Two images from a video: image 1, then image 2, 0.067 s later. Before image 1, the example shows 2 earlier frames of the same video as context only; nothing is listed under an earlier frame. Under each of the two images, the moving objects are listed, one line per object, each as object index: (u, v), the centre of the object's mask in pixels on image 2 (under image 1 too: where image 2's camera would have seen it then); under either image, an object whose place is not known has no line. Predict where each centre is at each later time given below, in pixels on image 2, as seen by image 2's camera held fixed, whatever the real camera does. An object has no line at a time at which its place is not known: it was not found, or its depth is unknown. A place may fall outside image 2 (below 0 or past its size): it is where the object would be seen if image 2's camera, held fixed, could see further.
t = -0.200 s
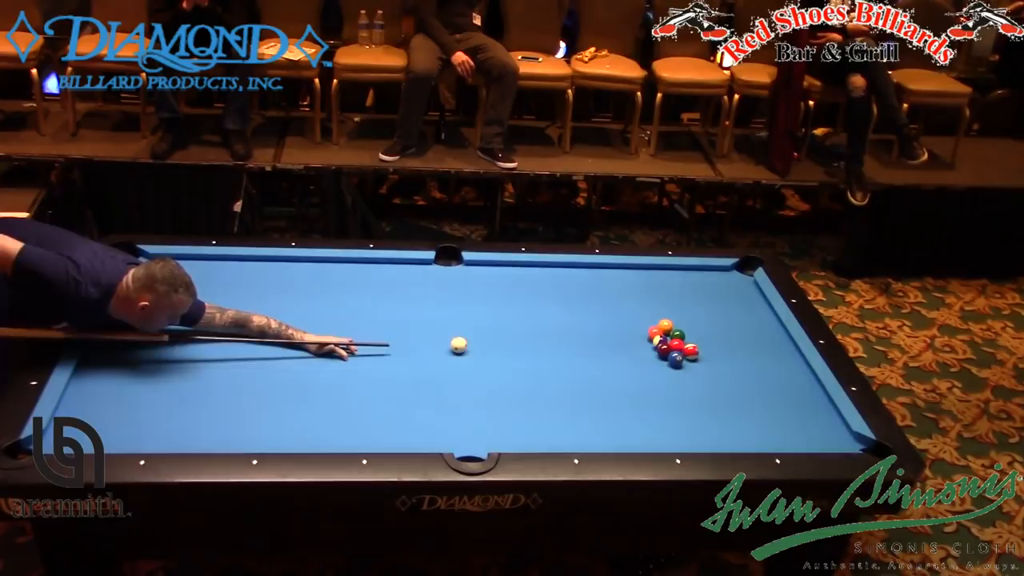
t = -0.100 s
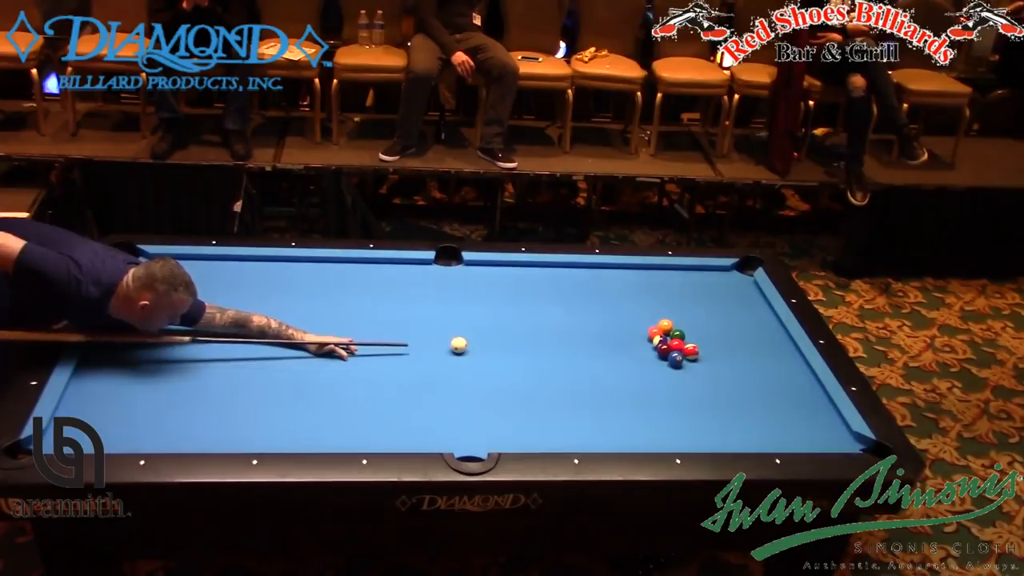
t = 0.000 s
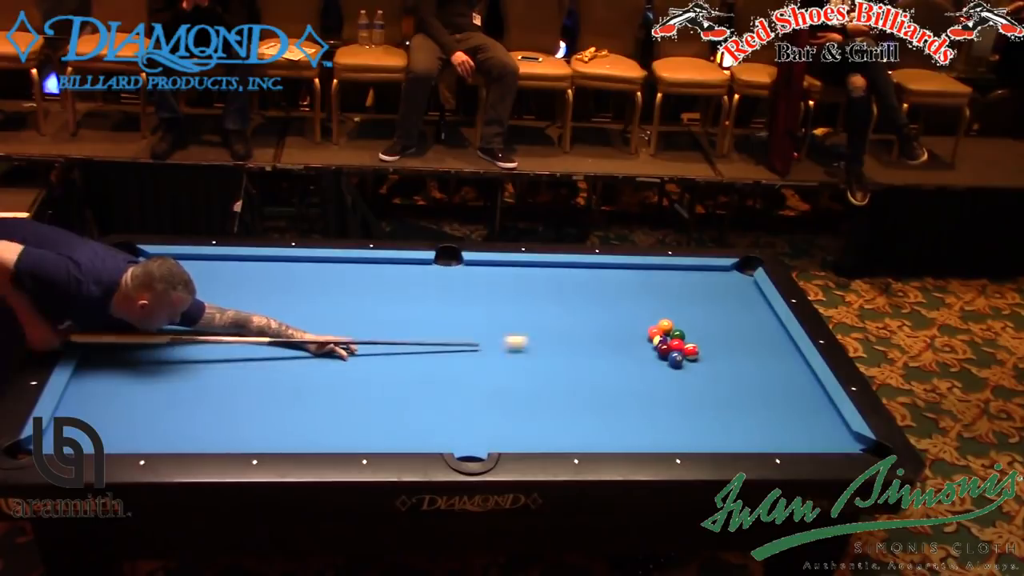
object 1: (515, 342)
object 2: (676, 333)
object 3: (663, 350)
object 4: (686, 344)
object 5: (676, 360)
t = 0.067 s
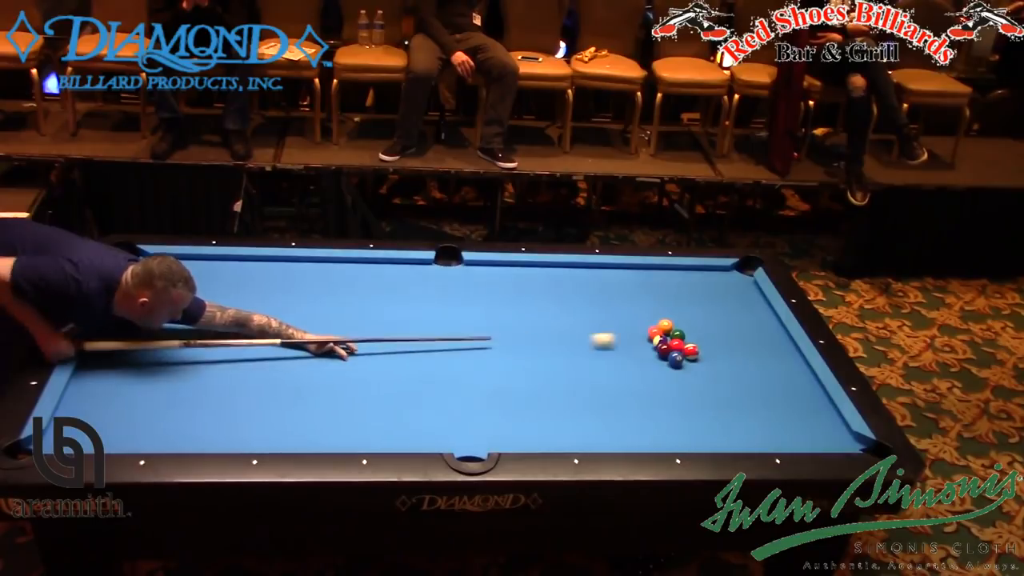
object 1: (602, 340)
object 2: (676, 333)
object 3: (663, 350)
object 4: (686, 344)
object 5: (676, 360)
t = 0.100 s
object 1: (643, 339)
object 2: (676, 334)
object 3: (663, 350)
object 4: (686, 344)
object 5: (676, 360)
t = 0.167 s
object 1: (637, 334)
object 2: (682, 333)
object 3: (659, 354)
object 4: (742, 369)
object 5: (688, 370)
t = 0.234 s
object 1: (630, 329)
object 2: (690, 334)
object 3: (654, 356)
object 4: (793, 388)
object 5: (700, 379)
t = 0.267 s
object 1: (627, 327)
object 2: (693, 334)
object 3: (652, 357)
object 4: (818, 396)
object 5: (705, 383)
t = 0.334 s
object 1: (624, 323)
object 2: (700, 332)
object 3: (647, 359)
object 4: (807, 409)
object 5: (715, 391)
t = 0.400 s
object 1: (622, 320)
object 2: (707, 331)
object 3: (643, 360)
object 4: (784, 419)
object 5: (726, 399)
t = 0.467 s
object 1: (620, 317)
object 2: (713, 330)
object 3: (638, 362)
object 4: (764, 430)
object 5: (736, 407)
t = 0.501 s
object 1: (619, 315)
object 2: (716, 329)
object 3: (636, 363)
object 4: (754, 433)
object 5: (742, 411)
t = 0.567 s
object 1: (617, 312)
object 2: (723, 328)
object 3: (631, 365)
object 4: (734, 438)
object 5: (753, 420)
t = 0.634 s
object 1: (615, 308)
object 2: (729, 327)
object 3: (627, 367)
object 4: (710, 434)
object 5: (764, 428)
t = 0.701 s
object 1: (613, 305)
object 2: (735, 325)
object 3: (622, 368)
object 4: (688, 428)
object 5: (775, 435)
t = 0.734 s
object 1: (612, 304)
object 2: (738, 325)
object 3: (620, 369)
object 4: (676, 425)
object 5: (780, 437)
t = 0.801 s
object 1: (610, 301)
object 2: (743, 324)
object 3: (615, 371)
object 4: (654, 420)
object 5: (784, 437)
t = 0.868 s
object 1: (609, 298)
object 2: (750, 322)
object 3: (611, 372)
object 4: (632, 415)
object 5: (785, 434)
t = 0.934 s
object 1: (607, 295)
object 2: (755, 321)
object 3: (607, 374)
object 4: (610, 410)
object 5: (787, 430)
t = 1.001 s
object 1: (606, 292)
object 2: (761, 320)
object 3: (603, 375)
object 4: (589, 405)
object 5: (788, 425)
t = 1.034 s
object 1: (605, 290)
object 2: (764, 320)
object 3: (600, 376)
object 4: (579, 402)
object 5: (788, 423)
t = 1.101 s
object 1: (603, 288)
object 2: (768, 318)
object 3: (596, 378)
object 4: (558, 398)
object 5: (790, 419)
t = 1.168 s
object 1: (602, 285)
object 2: (772, 317)
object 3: (592, 379)
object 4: (537, 393)
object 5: (791, 415)
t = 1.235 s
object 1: (600, 283)
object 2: (767, 316)
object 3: (588, 381)
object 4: (517, 388)
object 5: (792, 411)
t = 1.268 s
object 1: (600, 281)
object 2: (765, 316)
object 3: (586, 382)
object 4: (507, 385)
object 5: (792, 409)
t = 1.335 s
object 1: (598, 279)
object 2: (761, 315)
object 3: (582, 383)
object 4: (487, 380)
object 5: (793, 405)
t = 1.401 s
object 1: (596, 276)
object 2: (758, 315)
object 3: (578, 384)
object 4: (468, 376)
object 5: (794, 402)
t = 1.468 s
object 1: (595, 274)
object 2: (755, 314)
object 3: (574, 386)
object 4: (449, 371)
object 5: (795, 398)
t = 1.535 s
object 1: (594, 272)
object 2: (751, 313)
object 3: (570, 387)
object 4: (430, 367)
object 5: (796, 394)
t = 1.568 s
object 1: (593, 271)
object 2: (750, 313)
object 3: (568, 388)
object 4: (421, 365)
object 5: (796, 392)
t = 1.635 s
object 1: (592, 269)
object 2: (746, 312)
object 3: (565, 389)
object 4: (402, 360)
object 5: (797, 389)
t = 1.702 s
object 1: (591, 267)
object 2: (743, 312)
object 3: (561, 391)
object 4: (384, 355)
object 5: (798, 386)
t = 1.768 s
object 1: (591, 268)
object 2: (740, 311)
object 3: (558, 392)
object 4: (366, 352)
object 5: (799, 383)
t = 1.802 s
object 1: (591, 269)
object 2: (739, 311)
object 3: (556, 393)
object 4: (358, 349)
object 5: (799, 381)
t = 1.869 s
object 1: (591, 270)
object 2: (736, 310)
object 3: (552, 394)
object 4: (340, 345)
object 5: (800, 378)
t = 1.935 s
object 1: (591, 271)
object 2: (733, 310)
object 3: (549, 395)
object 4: (323, 341)
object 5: (801, 375)
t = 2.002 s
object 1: (591, 272)
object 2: (730, 309)
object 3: (546, 396)
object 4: (305, 337)
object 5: (801, 372)
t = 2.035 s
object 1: (591, 273)
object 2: (729, 309)
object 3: (544, 397)
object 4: (297, 335)
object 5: (802, 371)
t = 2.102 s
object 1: (591, 274)
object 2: (726, 308)
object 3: (541, 398)
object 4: (280, 331)
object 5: (803, 368)
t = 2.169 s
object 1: (591, 275)
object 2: (724, 308)
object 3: (538, 399)
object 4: (264, 328)
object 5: (803, 367)
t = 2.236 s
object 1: (591, 276)
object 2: (721, 307)
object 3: (534, 401)
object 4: (247, 323)
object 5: (799, 364)
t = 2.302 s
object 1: (592, 277)
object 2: (719, 307)
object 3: (532, 402)
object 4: (232, 320)
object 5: (797, 361)
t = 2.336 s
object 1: (592, 278)
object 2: (718, 307)
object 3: (530, 402)
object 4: (224, 317)
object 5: (796, 360)
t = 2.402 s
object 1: (592, 279)
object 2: (716, 306)
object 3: (527, 404)
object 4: (208, 314)
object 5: (793, 358)
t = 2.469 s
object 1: (592, 280)
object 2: (714, 306)
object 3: (524, 405)
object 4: (192, 310)
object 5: (791, 356)
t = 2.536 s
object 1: (592, 280)
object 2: (712, 305)
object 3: (522, 406)
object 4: (177, 307)
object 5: (788, 354)
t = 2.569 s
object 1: (592, 281)
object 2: (711, 306)
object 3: (521, 406)
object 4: (170, 305)
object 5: (787, 353)
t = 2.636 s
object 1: (592, 282)
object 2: (709, 305)
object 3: (518, 408)
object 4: (154, 301)
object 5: (785, 351)
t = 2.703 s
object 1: (592, 283)
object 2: (707, 305)
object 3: (515, 408)
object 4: (140, 298)
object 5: (783, 349)
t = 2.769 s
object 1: (593, 283)
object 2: (705, 304)
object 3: (513, 409)
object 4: (125, 294)
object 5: (780, 347)
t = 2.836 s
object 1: (593, 284)
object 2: (704, 304)
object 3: (511, 410)
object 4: (122, 290)
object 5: (778, 345)
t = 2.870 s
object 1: (593, 284)
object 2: (703, 304)
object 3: (510, 411)
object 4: (129, 288)
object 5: (778, 344)
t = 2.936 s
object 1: (593, 285)
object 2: (701, 303)
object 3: (508, 412)
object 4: (139, 284)
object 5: (775, 343)
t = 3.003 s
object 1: (593, 286)
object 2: (700, 303)
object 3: (505, 412)
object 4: (150, 281)
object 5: (773, 341)
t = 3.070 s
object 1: (593, 286)
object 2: (699, 302)
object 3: (503, 413)
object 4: (160, 277)
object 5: (771, 339)
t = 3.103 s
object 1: (593, 286)
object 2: (698, 302)
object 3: (502, 414)
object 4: (165, 275)
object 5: (771, 339)
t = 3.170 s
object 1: (593, 287)
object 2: (697, 302)
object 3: (500, 414)
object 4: (173, 272)
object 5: (769, 337)
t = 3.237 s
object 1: (593, 287)
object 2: (696, 302)
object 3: (499, 415)
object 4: (183, 268)
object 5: (767, 336)
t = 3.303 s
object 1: (593, 287)
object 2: (695, 301)
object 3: (497, 416)
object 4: (192, 264)
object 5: (765, 334)
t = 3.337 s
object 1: (593, 287)
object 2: (694, 301)
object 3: (496, 416)
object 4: (196, 263)
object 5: (764, 334)
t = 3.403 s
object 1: (593, 287)
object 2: (693, 301)
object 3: (494, 416)
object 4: (205, 260)
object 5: (763, 332)
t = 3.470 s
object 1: (592, 288)
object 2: (693, 301)
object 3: (492, 417)
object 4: (212, 260)
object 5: (761, 331)
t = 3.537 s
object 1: (592, 288)
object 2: (692, 301)
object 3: (491, 417)
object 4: (218, 263)
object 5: (760, 330)
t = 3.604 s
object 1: (592, 288)
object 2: (691, 301)
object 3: (489, 418)
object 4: (224, 264)
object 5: (758, 329)
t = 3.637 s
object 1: (592, 288)
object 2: (691, 301)
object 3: (489, 418)
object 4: (227, 265)
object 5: (757, 329)
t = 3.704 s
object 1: (592, 288)
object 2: (690, 301)
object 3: (487, 419)
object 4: (234, 267)
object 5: (756, 327)
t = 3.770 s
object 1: (592, 288)
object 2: (690, 301)
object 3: (486, 419)
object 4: (240, 270)
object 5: (754, 326)
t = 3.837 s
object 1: (592, 288)
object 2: (690, 301)
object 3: (485, 420)
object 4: (246, 271)
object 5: (753, 325)
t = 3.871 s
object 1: (592, 288)
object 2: (690, 301)
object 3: (484, 420)
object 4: (249, 272)
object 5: (752, 325)
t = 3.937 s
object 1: (592, 288)
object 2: (690, 301)
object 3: (483, 420)
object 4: (255, 275)
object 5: (751, 324)
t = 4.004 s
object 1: (592, 288)
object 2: (690, 301)
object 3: (482, 421)
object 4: (262, 277)
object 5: (750, 323)
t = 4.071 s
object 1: (592, 288)
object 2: (690, 301)
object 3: (481, 421)
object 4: (267, 279)
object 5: (748, 322)
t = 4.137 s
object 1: (592, 288)
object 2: (690, 301)
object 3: (481, 421)
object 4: (273, 280)
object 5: (747, 321)
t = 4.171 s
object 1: (592, 288)
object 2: (690, 300)
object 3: (480, 421)
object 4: (276, 281)
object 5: (747, 321)
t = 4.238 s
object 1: (592, 288)
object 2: (690, 300)
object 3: (480, 422)
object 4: (282, 283)
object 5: (746, 320)
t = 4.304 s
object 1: (592, 288)
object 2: (690, 300)
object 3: (479, 422)
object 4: (288, 285)
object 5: (745, 320)
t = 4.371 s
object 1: (592, 288)
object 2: (690, 301)
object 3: (479, 422)
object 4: (293, 287)
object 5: (744, 319)
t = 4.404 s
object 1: (592, 288)
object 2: (690, 301)
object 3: (479, 422)
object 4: (296, 288)
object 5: (744, 319)
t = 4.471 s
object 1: (592, 288)
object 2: (690, 301)
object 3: (478, 422)
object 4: (302, 290)
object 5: (743, 318)
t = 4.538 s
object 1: (592, 288)
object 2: (690, 301)
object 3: (478, 422)
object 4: (307, 291)
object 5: (742, 317)
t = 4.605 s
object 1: (592, 288)
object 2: (690, 301)
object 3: (478, 422)
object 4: (313, 293)
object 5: (741, 317)
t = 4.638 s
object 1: (592, 288)
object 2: (690, 301)
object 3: (478, 422)
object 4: (315, 294)
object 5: (741, 317)
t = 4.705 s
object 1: (592, 288)
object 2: (690, 301)
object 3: (478, 422)
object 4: (321, 296)
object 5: (740, 316)
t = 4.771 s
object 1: (592, 288)
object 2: (690, 301)
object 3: (478, 422)
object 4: (326, 298)
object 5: (739, 316)
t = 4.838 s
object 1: (592, 288)
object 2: (690, 301)
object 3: (479, 422)
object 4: (332, 299)
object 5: (739, 315)
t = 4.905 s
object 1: (592, 288)
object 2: (690, 300)
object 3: (478, 422)
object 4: (337, 301)
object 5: (738, 315)
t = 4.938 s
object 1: (592, 288)
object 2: (690, 300)
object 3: (478, 422)
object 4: (339, 301)
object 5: (738, 315)
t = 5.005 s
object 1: (592, 288)
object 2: (690, 301)
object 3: (479, 422)
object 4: (344, 303)
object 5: (738, 315)
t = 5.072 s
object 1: (592, 288)
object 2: (690, 301)
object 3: (478, 422)
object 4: (350, 305)
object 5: (737, 314)
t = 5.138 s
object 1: (592, 288)
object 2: (690, 301)
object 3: (478, 422)
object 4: (354, 307)
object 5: (737, 314)
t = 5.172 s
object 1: (592, 288)
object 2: (690, 300)
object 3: (479, 422)
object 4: (356, 307)
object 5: (737, 314)
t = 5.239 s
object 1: (592, 288)
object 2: (690, 301)
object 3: (479, 422)
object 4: (361, 309)
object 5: (736, 314)
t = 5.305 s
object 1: (592, 288)
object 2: (690, 301)
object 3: (479, 422)
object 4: (366, 311)
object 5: (736, 314)
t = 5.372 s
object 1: (592, 288)
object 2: (690, 301)
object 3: (479, 422)
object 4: (371, 312)
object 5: (736, 314)
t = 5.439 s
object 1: (592, 288)
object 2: (690, 301)
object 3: (479, 422)
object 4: (376, 313)
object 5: (736, 314)
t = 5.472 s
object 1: (592, 288)
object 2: (690, 300)
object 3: (479, 422)
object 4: (378, 314)
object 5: (736, 314)
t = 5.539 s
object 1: (592, 288)
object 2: (690, 301)
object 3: (479, 422)
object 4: (383, 315)
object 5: (736, 314)
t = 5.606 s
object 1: (592, 288)
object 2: (690, 301)
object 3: (479, 422)
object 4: (388, 317)
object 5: (736, 314)
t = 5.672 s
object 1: (592, 288)
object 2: (690, 301)
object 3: (479, 422)
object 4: (391, 318)
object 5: (736, 314)
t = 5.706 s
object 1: (592, 288)
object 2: (690, 300)
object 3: (479, 422)
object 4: (394, 319)
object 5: (736, 314)
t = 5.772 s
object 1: (592, 288)
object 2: (690, 301)
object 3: (479, 422)
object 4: (398, 321)
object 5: (736, 314)
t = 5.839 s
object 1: (592, 288)
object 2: (690, 301)
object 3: (479, 422)
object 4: (403, 322)
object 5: (736, 314)
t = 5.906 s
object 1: (592, 288)
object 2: (690, 301)
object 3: (479, 422)
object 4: (407, 324)
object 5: (736, 314)
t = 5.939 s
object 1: (592, 288)
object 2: (690, 301)
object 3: (479, 422)
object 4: (409, 324)
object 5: (736, 314)
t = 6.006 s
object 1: (592, 288)
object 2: (690, 301)
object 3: (479, 422)
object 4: (413, 325)
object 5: (736, 314)
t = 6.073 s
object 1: (592, 288)
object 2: (690, 301)
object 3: (479, 422)
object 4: (417, 326)
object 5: (736, 314)
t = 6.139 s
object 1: (592, 288)
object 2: (690, 301)
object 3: (479, 422)
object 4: (421, 328)
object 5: (736, 314)
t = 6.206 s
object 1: (592, 288)
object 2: (690, 301)
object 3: (479, 422)
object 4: (425, 329)
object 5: (736, 314)
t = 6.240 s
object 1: (592, 288)
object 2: (690, 300)
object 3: (479, 422)
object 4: (427, 330)
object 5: (736, 314)
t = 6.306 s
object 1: (592, 288)
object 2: (690, 301)
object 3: (479, 422)
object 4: (430, 331)
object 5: (736, 314)
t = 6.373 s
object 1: (592, 288)
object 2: (690, 301)
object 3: (479, 422)
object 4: (435, 332)
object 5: (736, 314)
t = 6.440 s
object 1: (592, 288)
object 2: (690, 300)
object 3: (479, 422)
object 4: (438, 333)
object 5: (736, 314)
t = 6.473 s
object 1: (592, 288)
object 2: (690, 300)
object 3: (479, 422)
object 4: (440, 334)
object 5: (736, 314)
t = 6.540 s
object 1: (592, 288)
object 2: (690, 300)
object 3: (479, 422)
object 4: (443, 335)
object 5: (736, 314)
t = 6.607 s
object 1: (592, 288)
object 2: (690, 300)
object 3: (479, 422)
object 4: (447, 337)
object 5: (736, 314)
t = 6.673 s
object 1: (592, 288)
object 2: (690, 300)
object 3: (479, 422)
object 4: (450, 338)
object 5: (736, 314)
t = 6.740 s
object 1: (592, 288)
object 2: (690, 300)
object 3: (479, 422)
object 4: (454, 338)
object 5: (736, 314)
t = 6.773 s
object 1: (592, 288)
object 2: (690, 301)
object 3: (479, 422)
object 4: (455, 339)
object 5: (736, 314)
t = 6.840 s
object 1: (592, 288)
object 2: (690, 300)
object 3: (478, 422)
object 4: (459, 339)
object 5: (736, 314)
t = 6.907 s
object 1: (592, 288)
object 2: (690, 301)
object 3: (479, 422)
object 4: (462, 340)
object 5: (736, 314)
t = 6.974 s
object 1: (592, 288)
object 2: (690, 300)
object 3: (479, 422)
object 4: (464, 341)
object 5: (736, 314)
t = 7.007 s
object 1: (592, 288)
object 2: (690, 300)
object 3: (479, 422)
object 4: (466, 341)
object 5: (736, 314)
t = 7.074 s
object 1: (592, 288)
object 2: (690, 300)
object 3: (479, 422)
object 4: (469, 343)
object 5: (736, 314)
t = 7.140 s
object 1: (592, 288)
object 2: (690, 301)
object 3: (479, 422)
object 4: (471, 344)
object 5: (736, 314)
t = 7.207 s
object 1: (592, 288)
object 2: (690, 301)
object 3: (479, 422)
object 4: (474, 345)
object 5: (736, 314)
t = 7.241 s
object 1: (592, 288)
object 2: (690, 301)
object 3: (479, 422)
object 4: (475, 345)
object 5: (736, 314)
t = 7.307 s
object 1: (592, 288)
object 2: (690, 300)
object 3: (479, 422)
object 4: (477, 346)
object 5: (736, 314)
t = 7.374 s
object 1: (592, 288)
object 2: (690, 301)
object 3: (479, 422)
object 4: (480, 347)
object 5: (736, 314)
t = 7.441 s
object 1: (592, 288)
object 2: (690, 301)
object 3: (479, 422)
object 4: (482, 348)
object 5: (736, 314)
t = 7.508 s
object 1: (592, 288)
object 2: (690, 300)
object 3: (479, 422)
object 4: (484, 348)
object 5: (736, 314)
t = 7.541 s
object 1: (592, 288)
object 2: (690, 300)
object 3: (479, 422)
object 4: (486, 349)
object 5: (736, 314)
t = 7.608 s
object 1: (592, 288)
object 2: (690, 300)
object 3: (479, 422)
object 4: (488, 350)
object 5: (736, 314)
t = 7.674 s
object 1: (592, 288)
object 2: (690, 300)
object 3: (479, 422)
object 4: (490, 350)
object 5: (736, 314)
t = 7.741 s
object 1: (592, 288)
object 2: (690, 300)
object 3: (479, 422)
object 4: (492, 351)
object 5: (736, 314)
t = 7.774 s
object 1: (592, 288)
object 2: (690, 300)
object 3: (479, 422)
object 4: (493, 351)
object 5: (736, 314)
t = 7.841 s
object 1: (592, 288)
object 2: (690, 301)
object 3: (479, 422)
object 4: (495, 352)
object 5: (736, 314)
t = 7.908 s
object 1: (592, 288)
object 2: (690, 300)
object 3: (479, 422)
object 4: (497, 353)
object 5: (736, 314)
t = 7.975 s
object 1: (592, 288)
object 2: (690, 301)
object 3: (479, 422)
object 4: (498, 354)
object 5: (736, 314)
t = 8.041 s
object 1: (592, 288)
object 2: (690, 300)
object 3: (479, 422)
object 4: (500, 354)
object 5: (736, 314)
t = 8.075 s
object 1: (592, 288)
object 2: (690, 301)
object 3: (479, 422)
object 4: (500, 354)
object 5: (736, 314)
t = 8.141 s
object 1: (592, 288)
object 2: (690, 301)
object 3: (479, 422)
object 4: (502, 355)
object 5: (736, 314)
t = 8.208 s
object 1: (592, 288)
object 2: (690, 300)
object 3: (479, 422)
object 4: (503, 355)
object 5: (736, 314)
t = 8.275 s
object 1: (592, 288)
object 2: (690, 301)
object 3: (479, 422)
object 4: (504, 356)
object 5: (736, 314)
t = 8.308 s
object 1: (592, 288)
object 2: (690, 300)
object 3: (479, 422)
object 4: (505, 356)
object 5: (736, 314)
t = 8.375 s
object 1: (592, 288)
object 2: (690, 300)
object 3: (479, 422)
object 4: (507, 356)
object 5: (736, 314)
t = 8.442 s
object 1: (592, 288)
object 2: (690, 301)
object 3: (479, 422)
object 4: (507, 356)
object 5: (736, 314)
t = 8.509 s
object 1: (592, 288)
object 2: (690, 301)
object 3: (479, 422)
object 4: (508, 357)
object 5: (736, 314)
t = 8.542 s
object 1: (592, 288)
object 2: (690, 301)
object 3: (479, 422)
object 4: (509, 357)
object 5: (736, 314)
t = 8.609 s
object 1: (592, 288)
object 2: (690, 301)
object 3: (479, 422)
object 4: (510, 357)
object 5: (736, 314)
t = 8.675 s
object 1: (592, 288)
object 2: (690, 301)
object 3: (479, 422)
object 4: (511, 357)
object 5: (736, 314)
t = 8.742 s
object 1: (592, 288)
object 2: (690, 301)
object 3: (479, 422)
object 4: (511, 358)
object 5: (736, 314)
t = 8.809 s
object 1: (592, 288)
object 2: (690, 301)
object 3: (479, 422)
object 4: (512, 358)
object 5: (736, 314)
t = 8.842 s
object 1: (592, 288)
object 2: (690, 301)
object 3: (479, 422)
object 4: (512, 358)
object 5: (736, 314)
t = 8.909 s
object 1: (592, 288)
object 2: (690, 301)
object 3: (479, 422)
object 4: (513, 358)
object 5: (736, 314)
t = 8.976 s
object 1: (592, 288)
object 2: (690, 301)
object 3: (479, 422)
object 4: (513, 358)
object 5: (736, 314)
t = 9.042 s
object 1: (592, 288)
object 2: (690, 301)
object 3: (479, 422)
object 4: (514, 358)
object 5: (736, 314)
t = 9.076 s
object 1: (592, 288)
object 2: (690, 301)
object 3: (479, 422)
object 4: (514, 358)
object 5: (736, 314)
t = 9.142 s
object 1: (592, 288)
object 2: (690, 301)
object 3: (479, 422)
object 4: (514, 358)
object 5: (736, 314)
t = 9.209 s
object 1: (592, 288)
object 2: (690, 301)
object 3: (479, 422)
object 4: (514, 358)
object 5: (736, 314)
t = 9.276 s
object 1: (592, 288)
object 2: (690, 301)
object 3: (479, 422)
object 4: (514, 359)
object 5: (736, 314)
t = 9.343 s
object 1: (592, 288)
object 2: (690, 301)
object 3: (479, 422)
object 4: (514, 358)
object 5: (736, 314)
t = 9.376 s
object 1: (592, 288)
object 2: (690, 301)
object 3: (479, 422)
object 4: (514, 359)
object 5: (736, 314)
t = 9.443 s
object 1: (592, 288)
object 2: (690, 301)
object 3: (479, 422)
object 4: (514, 359)
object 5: (736, 314)
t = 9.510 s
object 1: (592, 288)
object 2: (690, 301)
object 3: (479, 422)
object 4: (514, 359)
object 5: (736, 314)
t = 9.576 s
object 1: (592, 288)
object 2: (690, 301)
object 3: (479, 422)
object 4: (514, 358)
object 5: (736, 314)
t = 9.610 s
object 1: (592, 288)
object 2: (690, 301)
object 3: (479, 422)
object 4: (514, 359)
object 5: (736, 314)
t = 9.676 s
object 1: (592, 288)
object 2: (690, 301)
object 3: (479, 422)
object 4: (514, 359)
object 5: (736, 314)
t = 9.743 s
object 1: (592, 288)
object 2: (690, 301)
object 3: (479, 422)
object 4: (514, 359)
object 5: (736, 314)
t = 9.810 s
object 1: (592, 288)
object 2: (690, 301)
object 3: (479, 422)
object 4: (514, 359)
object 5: (736, 314)
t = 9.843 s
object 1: (592, 288)
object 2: (690, 301)
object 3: (479, 422)
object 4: (514, 359)
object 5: (736, 314)
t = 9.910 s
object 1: (592, 288)
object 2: (690, 300)
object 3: (479, 422)
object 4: (514, 359)
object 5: (736, 314)
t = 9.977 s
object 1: (592, 288)
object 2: (690, 300)
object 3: (479, 422)
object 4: (514, 359)
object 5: (736, 314)
